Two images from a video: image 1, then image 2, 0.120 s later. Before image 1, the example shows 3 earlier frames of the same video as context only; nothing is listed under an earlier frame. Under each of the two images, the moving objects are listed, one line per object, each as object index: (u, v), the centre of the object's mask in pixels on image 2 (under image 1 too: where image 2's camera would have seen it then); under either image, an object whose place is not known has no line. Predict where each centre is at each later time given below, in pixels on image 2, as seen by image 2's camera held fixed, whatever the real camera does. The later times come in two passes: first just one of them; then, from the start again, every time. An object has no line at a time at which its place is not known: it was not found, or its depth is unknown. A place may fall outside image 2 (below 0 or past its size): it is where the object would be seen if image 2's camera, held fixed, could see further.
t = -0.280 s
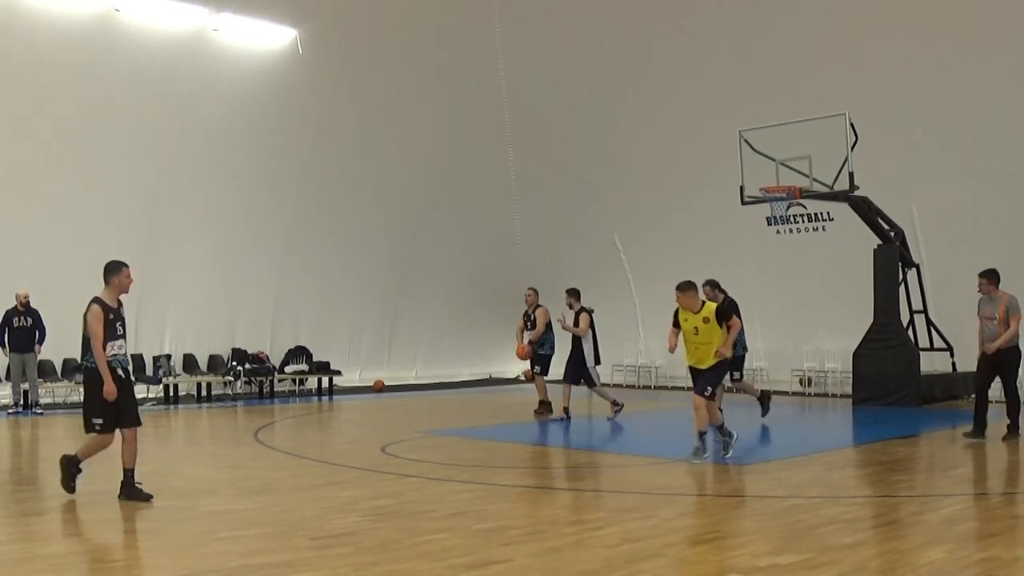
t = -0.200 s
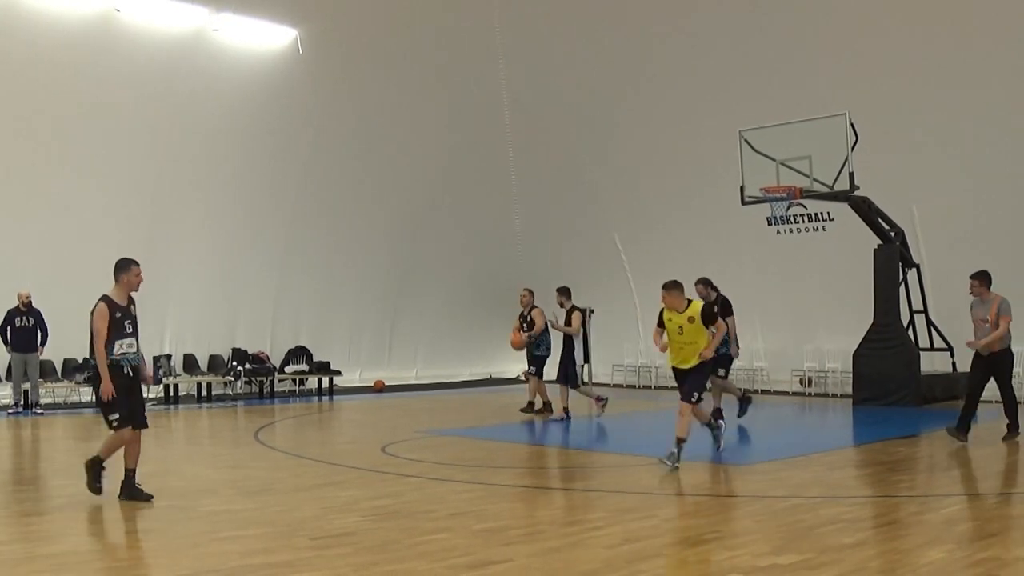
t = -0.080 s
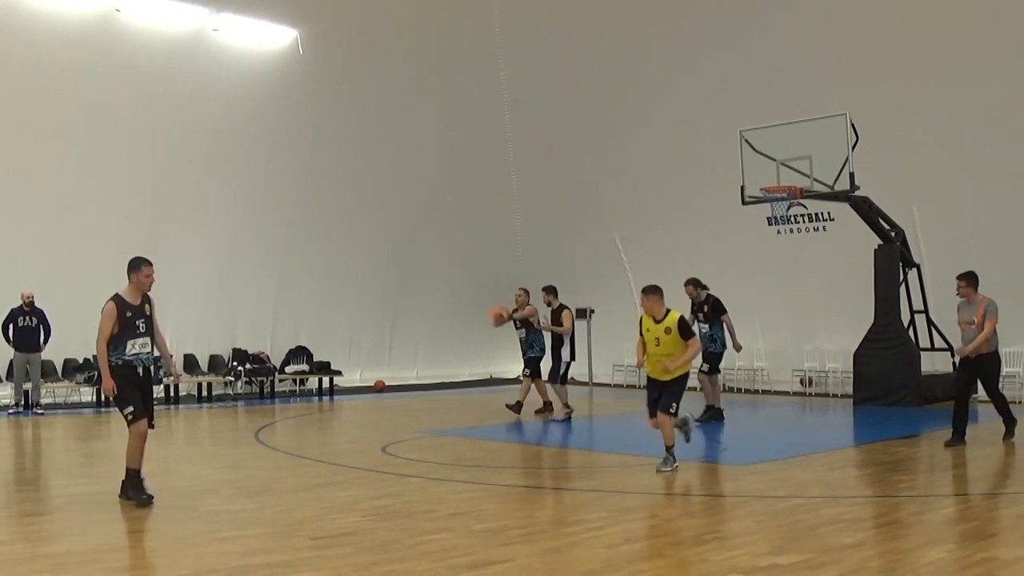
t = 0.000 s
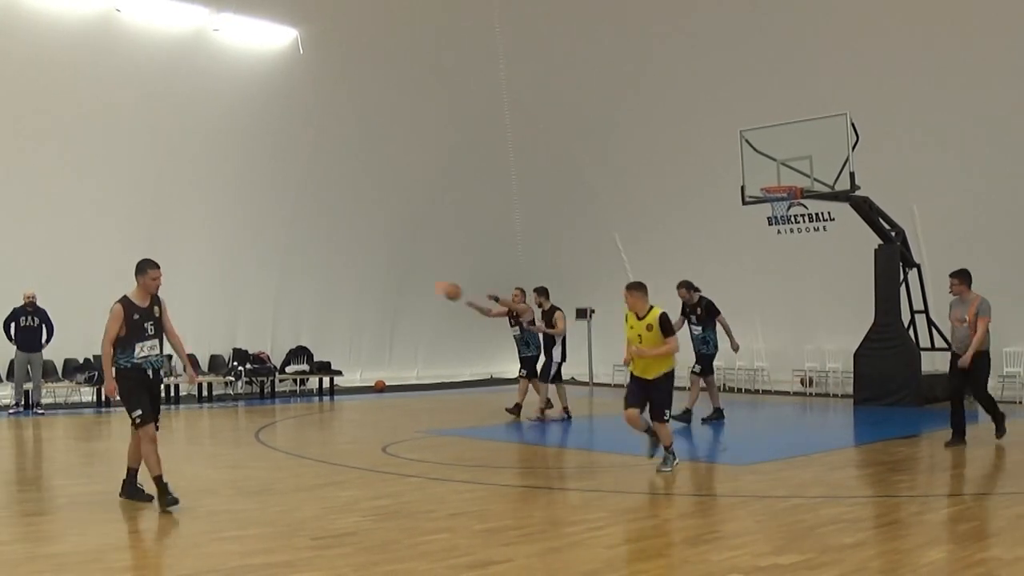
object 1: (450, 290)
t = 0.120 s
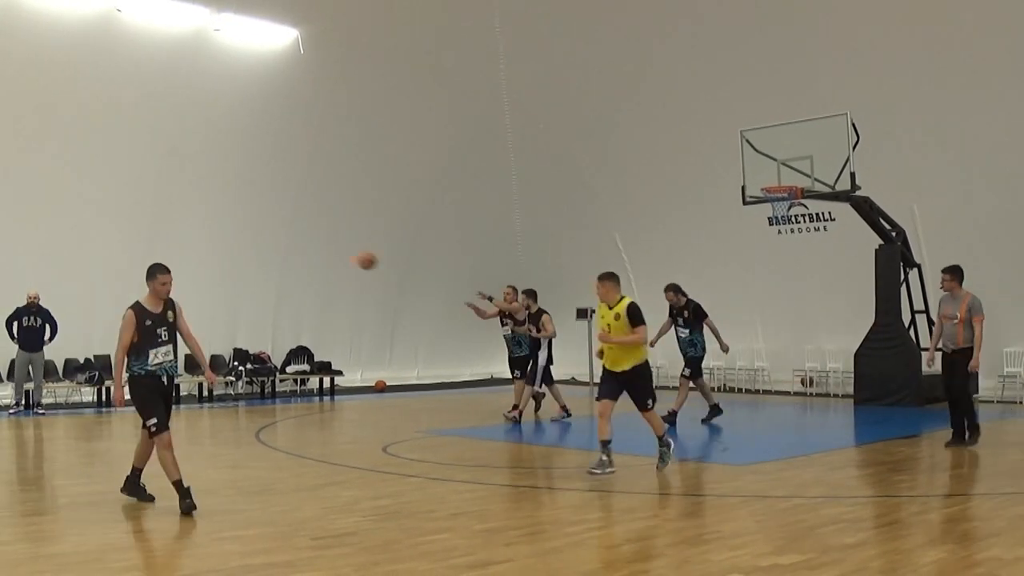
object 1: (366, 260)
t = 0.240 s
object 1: (274, 239)
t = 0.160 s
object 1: (336, 252)
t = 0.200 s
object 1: (305, 245)
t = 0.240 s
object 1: (274, 239)
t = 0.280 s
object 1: (242, 235)
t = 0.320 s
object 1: (211, 231)
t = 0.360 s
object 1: (178, 229)
